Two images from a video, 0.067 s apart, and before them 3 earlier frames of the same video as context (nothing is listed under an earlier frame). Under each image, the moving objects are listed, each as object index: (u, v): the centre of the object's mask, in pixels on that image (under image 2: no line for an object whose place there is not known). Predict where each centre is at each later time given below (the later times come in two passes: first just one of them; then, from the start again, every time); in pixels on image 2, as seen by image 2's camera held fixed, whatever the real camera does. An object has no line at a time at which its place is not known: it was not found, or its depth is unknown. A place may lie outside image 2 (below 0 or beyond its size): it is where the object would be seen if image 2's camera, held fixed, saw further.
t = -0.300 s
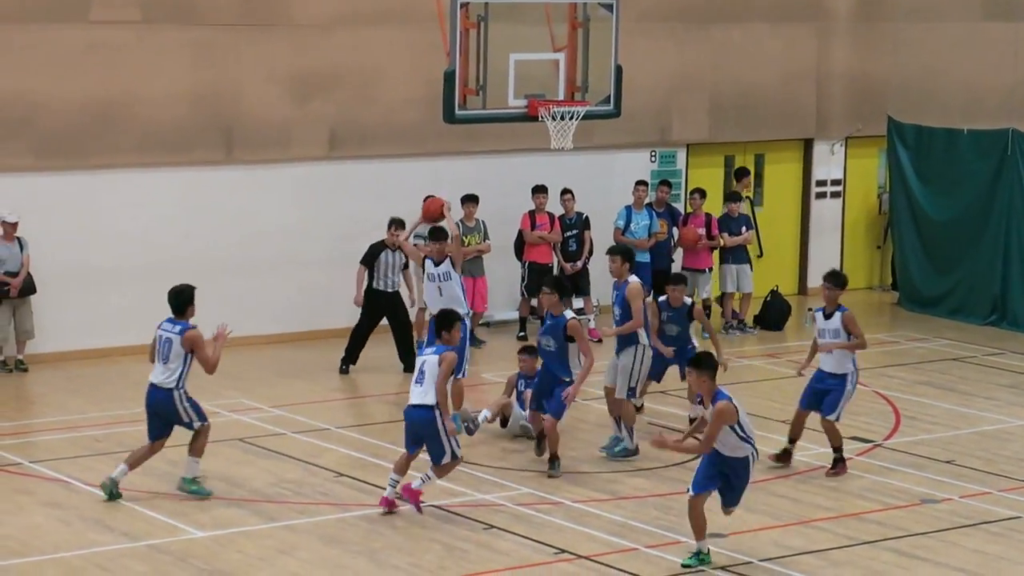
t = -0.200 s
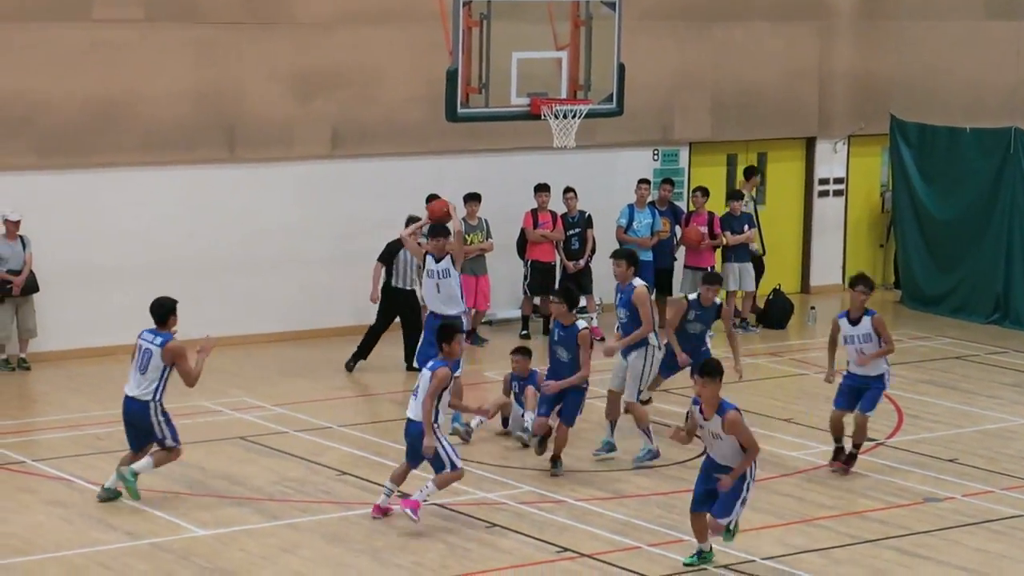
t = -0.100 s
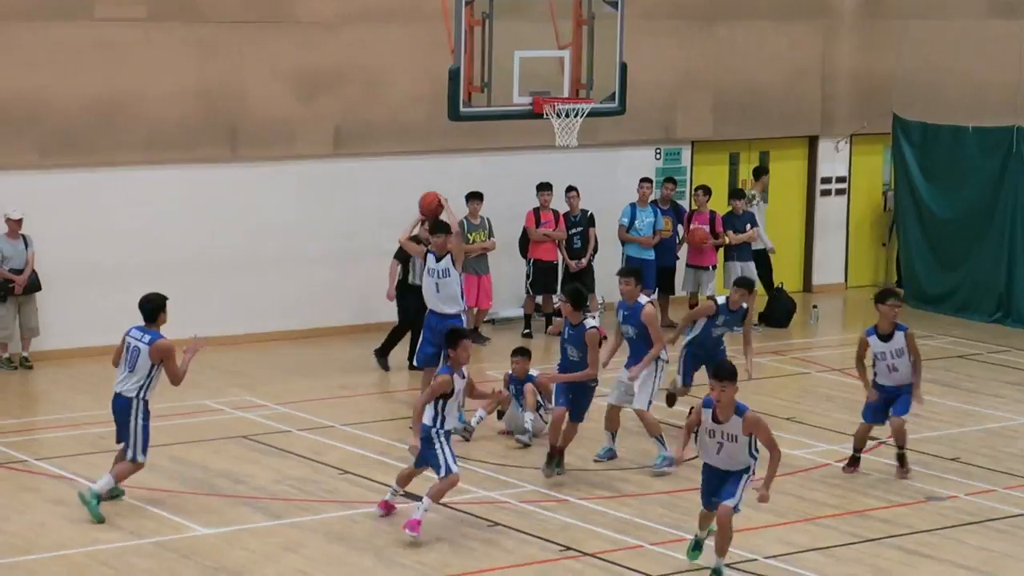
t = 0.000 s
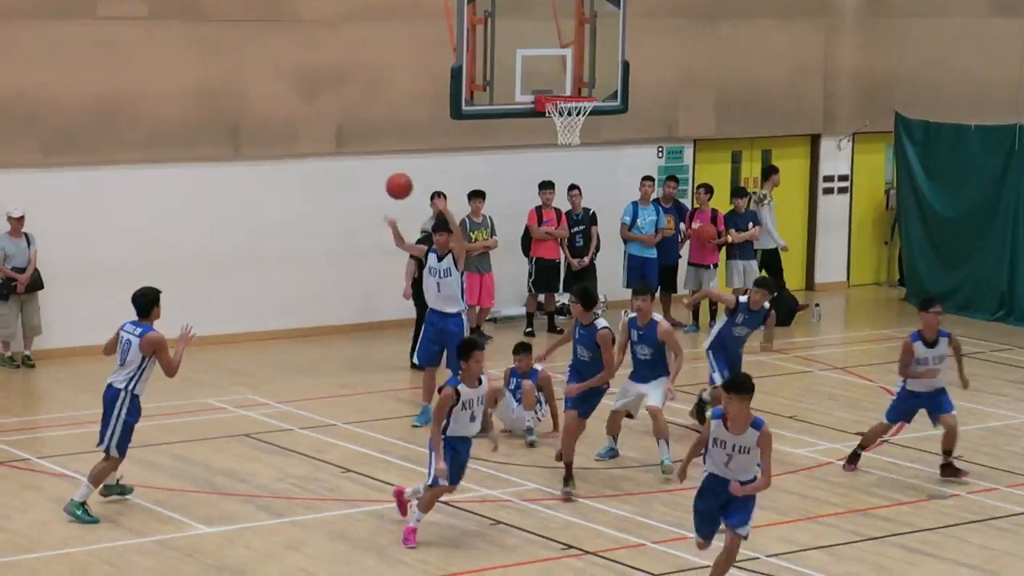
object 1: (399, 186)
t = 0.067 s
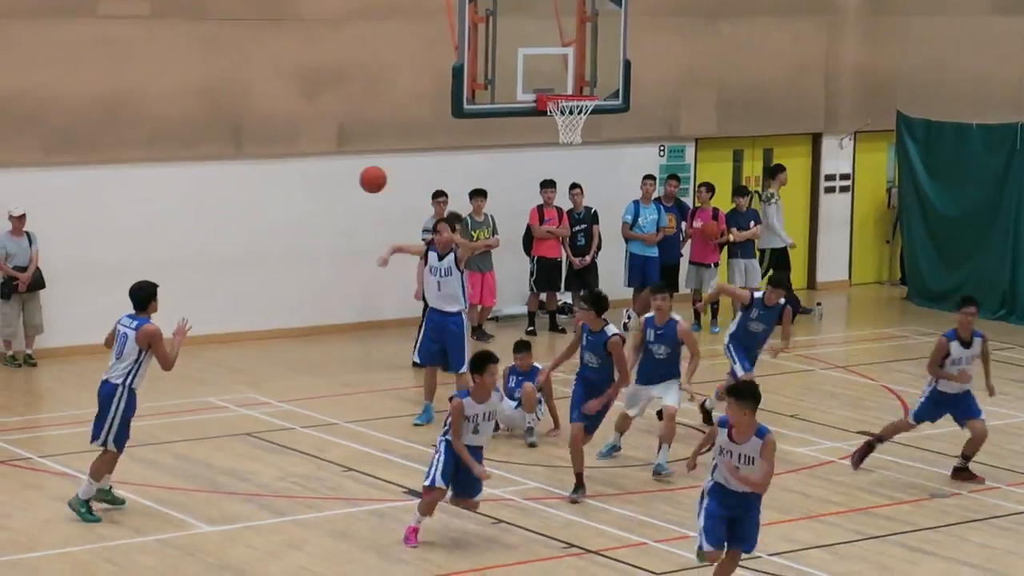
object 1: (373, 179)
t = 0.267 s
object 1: (284, 194)
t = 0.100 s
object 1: (358, 178)
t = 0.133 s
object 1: (344, 179)
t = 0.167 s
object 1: (329, 180)
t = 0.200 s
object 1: (315, 184)
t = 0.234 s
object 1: (300, 188)
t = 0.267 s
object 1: (284, 194)
